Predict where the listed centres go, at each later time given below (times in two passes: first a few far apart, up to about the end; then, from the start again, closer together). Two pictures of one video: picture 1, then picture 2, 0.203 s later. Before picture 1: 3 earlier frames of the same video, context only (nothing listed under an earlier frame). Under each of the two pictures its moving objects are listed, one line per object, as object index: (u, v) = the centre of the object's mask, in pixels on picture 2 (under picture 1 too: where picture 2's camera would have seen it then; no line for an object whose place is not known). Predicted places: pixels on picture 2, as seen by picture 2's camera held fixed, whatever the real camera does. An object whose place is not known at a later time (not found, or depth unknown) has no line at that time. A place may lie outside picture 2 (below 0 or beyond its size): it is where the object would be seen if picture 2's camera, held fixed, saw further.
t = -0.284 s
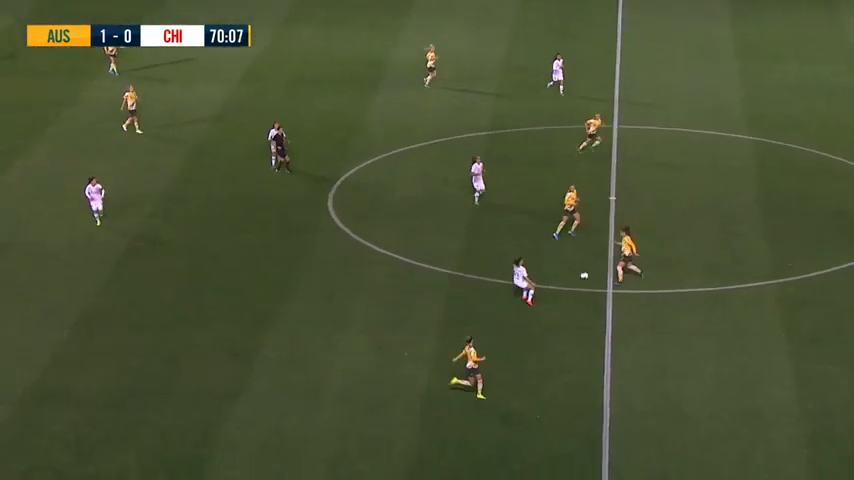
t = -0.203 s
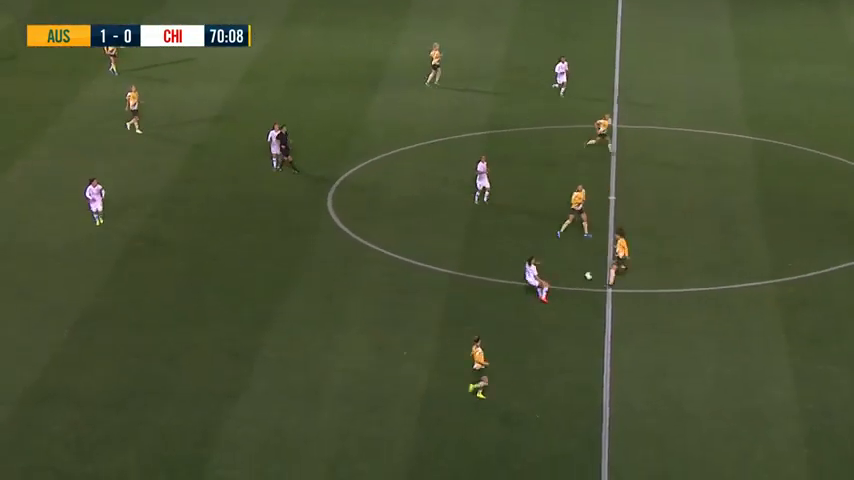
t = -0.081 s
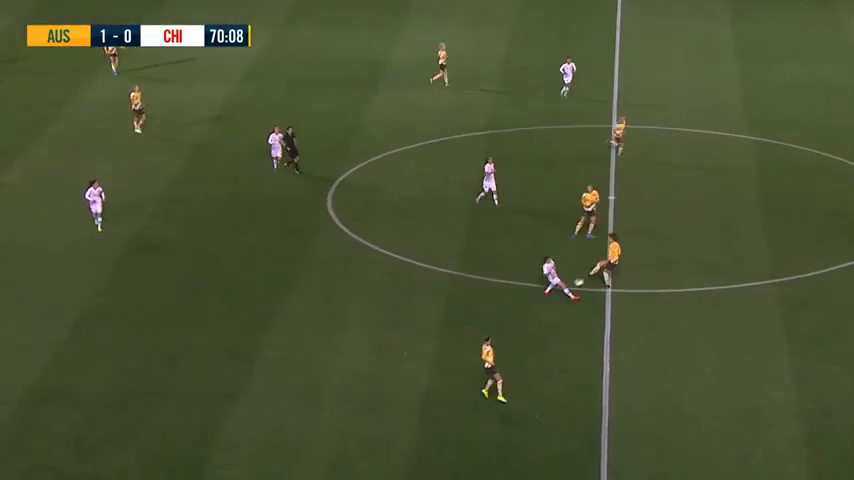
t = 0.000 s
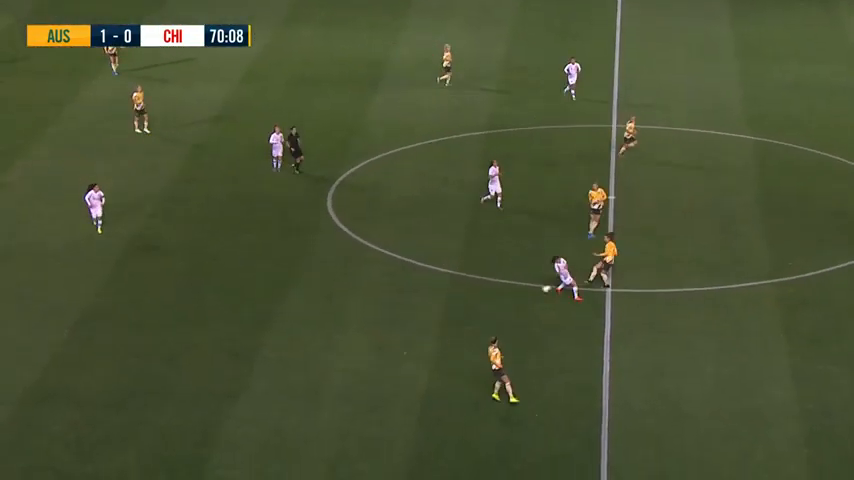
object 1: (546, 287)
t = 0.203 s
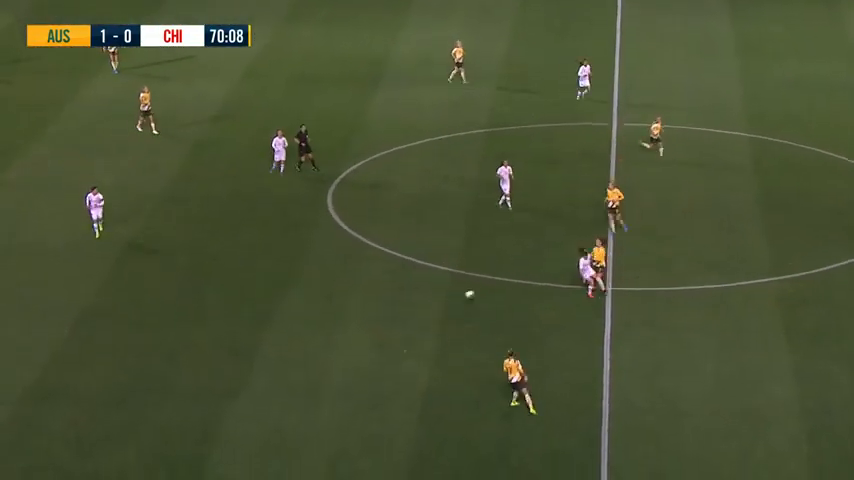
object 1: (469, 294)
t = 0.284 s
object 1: (440, 301)
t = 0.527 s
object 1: (355, 322)
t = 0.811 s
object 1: (263, 337)
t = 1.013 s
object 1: (207, 347)
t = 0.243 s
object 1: (454, 298)
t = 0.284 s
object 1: (440, 301)
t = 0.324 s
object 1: (426, 305)
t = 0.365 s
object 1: (412, 310)
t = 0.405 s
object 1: (398, 316)
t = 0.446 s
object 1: (382, 320)
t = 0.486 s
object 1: (367, 322)
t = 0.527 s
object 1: (355, 322)
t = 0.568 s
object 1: (341, 324)
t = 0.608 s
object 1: (326, 326)
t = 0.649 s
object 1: (313, 329)
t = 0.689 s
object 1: (300, 332)
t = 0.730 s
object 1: (287, 336)
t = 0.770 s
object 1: (276, 337)
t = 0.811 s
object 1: (263, 337)
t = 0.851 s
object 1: (252, 338)
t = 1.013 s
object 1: (207, 347)
